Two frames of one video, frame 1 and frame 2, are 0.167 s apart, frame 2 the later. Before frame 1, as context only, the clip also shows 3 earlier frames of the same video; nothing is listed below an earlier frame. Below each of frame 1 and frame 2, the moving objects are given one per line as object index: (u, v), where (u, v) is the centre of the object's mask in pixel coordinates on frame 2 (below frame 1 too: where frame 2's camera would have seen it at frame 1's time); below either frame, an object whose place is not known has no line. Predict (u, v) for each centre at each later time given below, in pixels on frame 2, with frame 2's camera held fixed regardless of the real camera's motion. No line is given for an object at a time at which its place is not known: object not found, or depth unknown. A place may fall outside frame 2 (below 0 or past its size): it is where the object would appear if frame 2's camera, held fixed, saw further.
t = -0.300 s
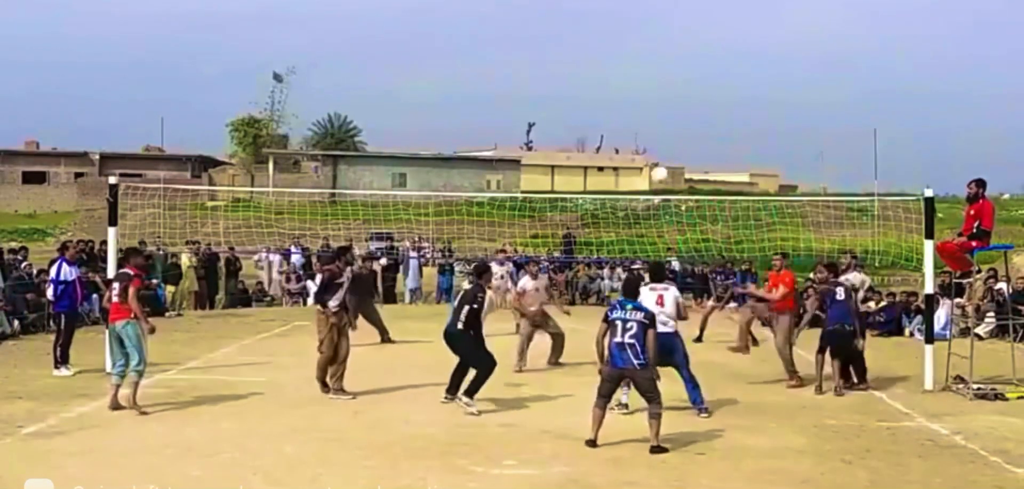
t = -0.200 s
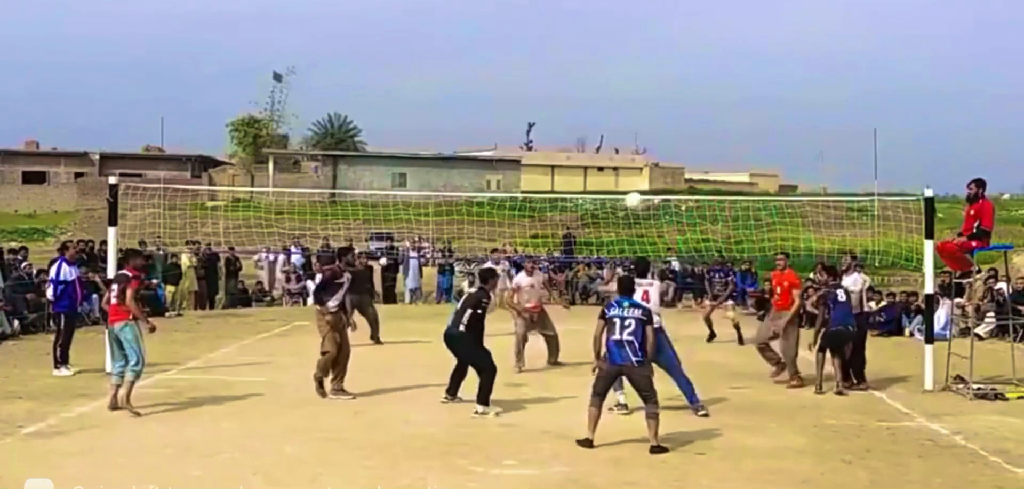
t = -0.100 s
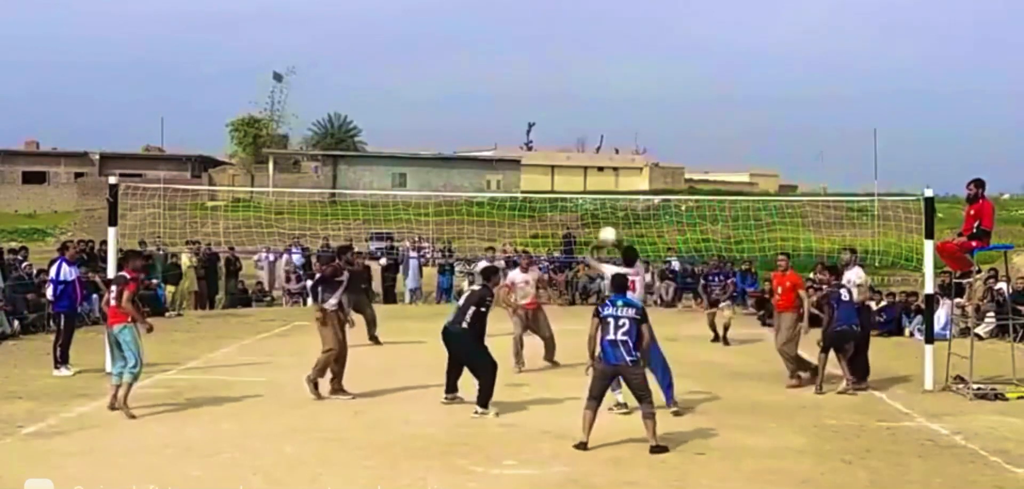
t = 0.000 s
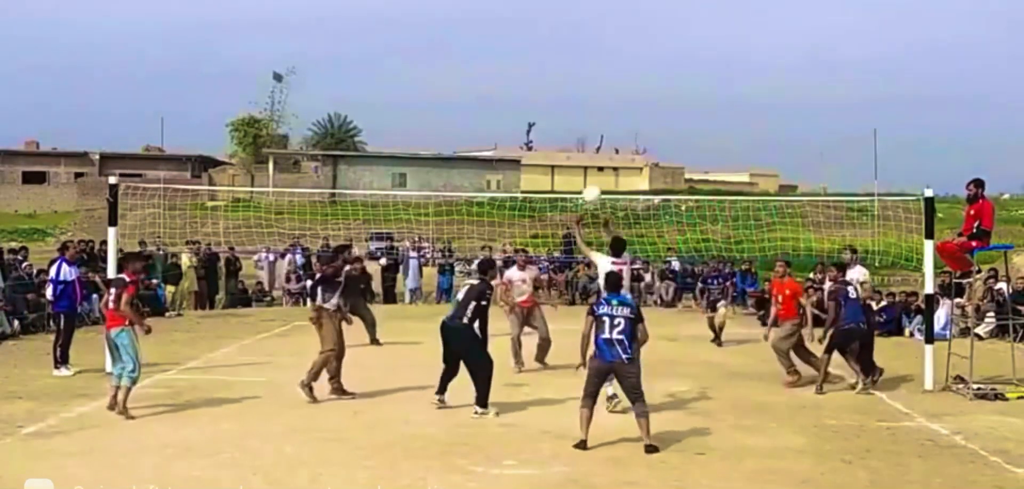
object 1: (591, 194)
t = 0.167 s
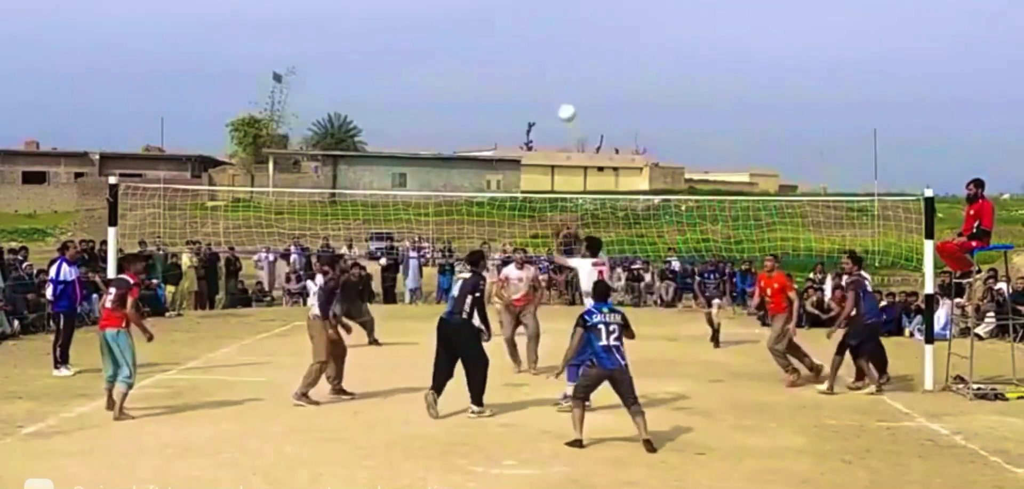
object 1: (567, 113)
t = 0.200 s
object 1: (562, 100)
